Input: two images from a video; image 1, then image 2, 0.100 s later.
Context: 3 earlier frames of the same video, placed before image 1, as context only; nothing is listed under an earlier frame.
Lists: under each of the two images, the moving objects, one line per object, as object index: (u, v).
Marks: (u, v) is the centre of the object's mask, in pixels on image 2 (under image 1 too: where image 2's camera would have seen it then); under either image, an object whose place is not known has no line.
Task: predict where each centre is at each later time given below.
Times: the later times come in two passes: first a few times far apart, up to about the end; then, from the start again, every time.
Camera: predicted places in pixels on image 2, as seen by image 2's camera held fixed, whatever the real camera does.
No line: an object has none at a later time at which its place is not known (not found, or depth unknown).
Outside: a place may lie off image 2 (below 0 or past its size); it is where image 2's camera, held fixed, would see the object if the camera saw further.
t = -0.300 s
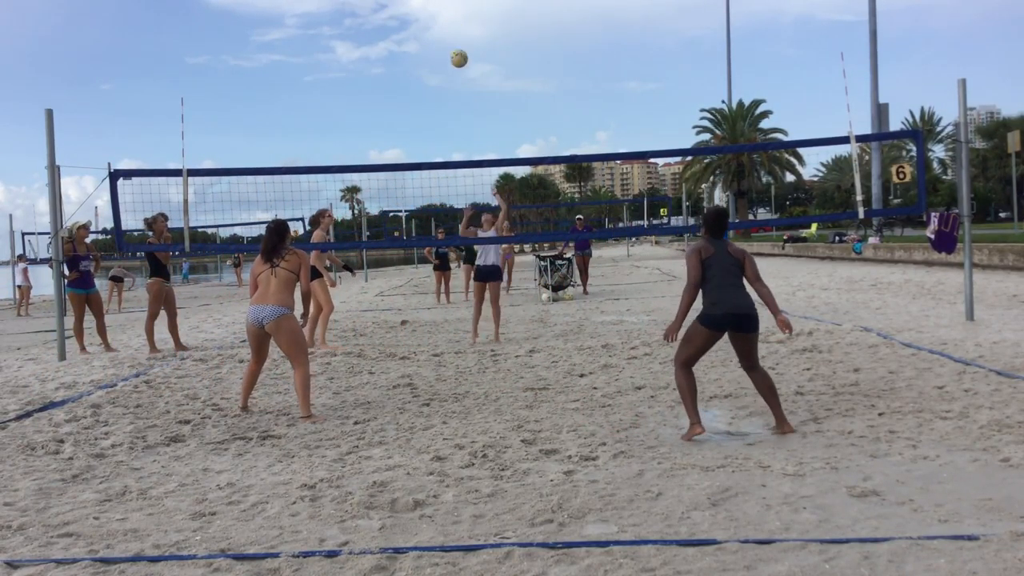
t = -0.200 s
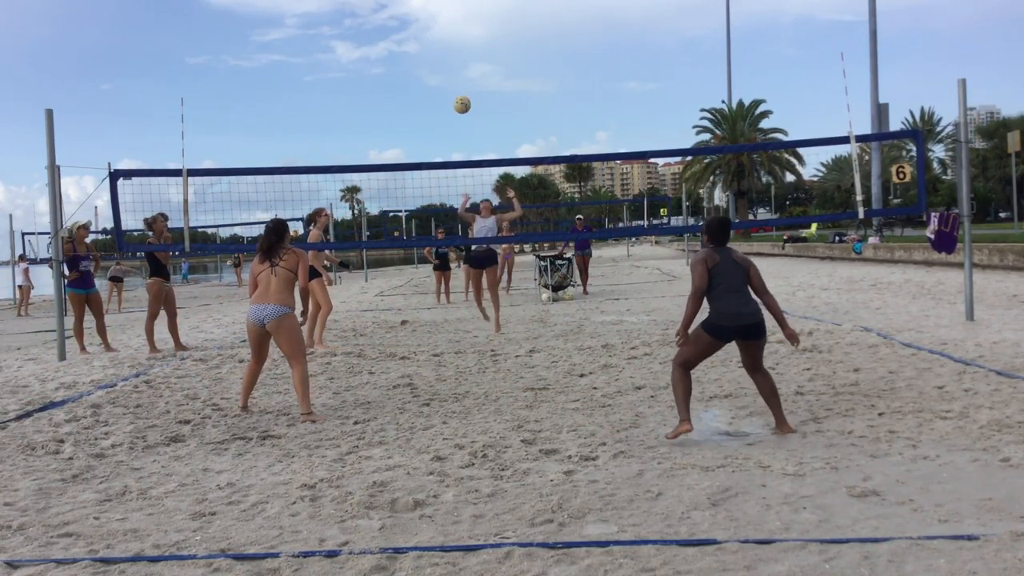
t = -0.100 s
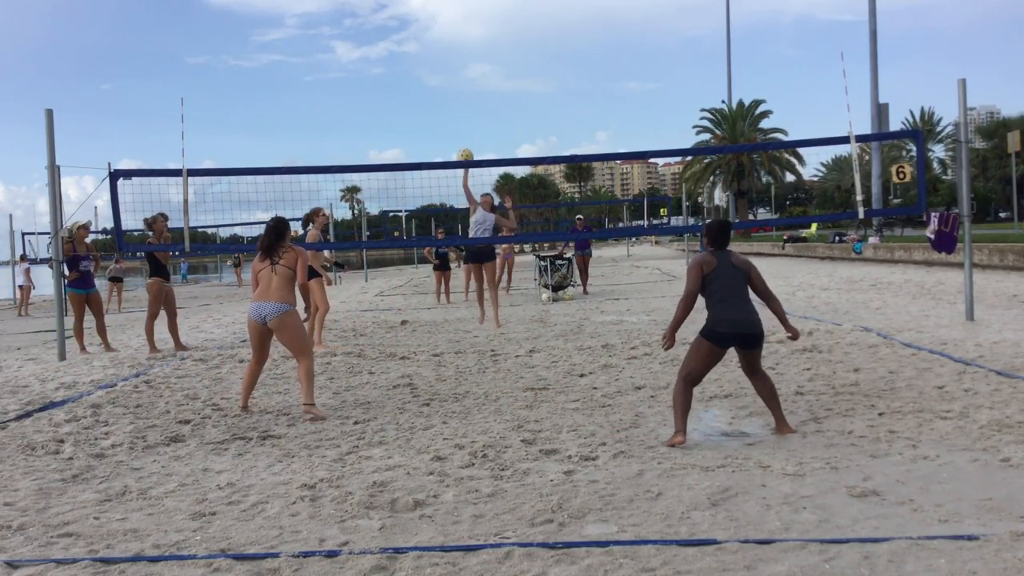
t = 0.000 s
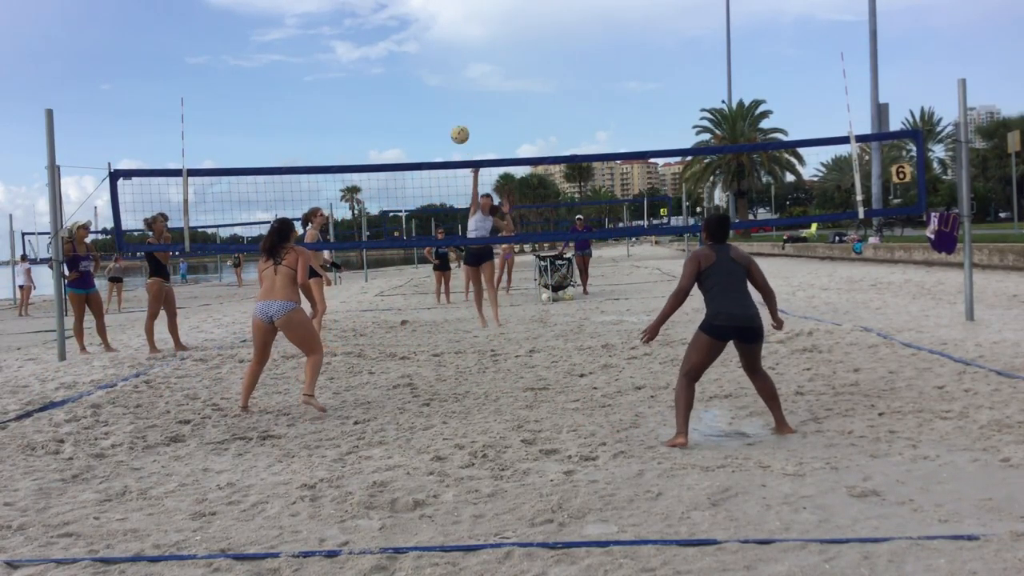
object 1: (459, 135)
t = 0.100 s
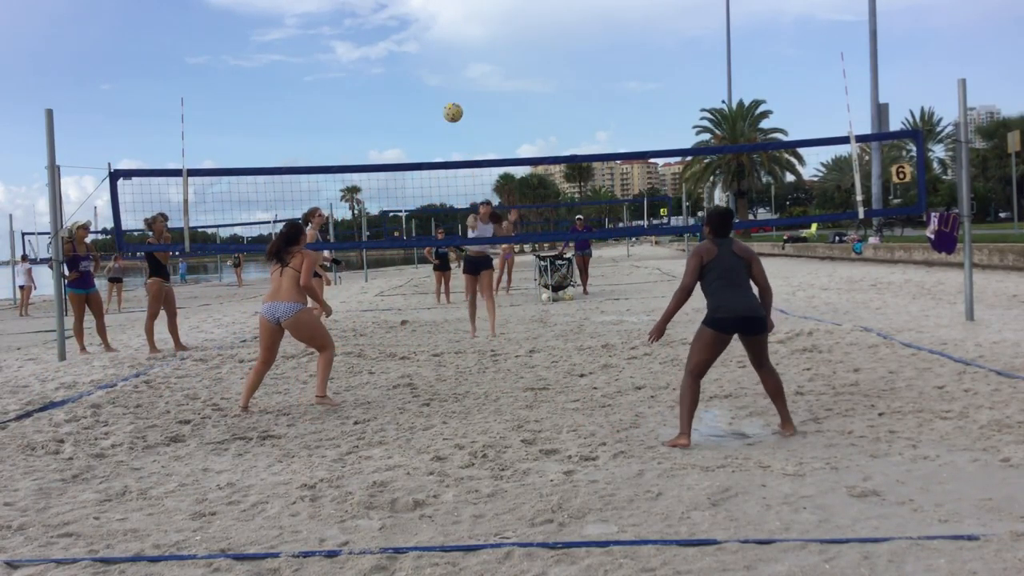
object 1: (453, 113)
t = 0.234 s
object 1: (442, 94)
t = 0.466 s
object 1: (416, 103)
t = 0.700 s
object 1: (376, 205)
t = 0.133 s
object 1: (450, 106)
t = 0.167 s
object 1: (447, 101)
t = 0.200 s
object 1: (445, 97)
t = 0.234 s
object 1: (442, 94)
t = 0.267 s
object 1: (439, 91)
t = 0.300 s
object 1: (435, 90)
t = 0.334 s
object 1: (432, 89)
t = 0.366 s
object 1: (428, 91)
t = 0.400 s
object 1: (424, 94)
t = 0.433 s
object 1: (420, 98)
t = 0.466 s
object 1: (416, 103)
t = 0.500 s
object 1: (411, 111)
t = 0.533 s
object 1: (406, 121)
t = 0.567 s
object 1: (401, 132)
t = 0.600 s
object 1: (396, 146)
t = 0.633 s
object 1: (390, 163)
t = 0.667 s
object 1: (383, 182)
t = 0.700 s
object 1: (376, 205)
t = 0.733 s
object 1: (368, 232)
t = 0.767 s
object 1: (360, 263)
